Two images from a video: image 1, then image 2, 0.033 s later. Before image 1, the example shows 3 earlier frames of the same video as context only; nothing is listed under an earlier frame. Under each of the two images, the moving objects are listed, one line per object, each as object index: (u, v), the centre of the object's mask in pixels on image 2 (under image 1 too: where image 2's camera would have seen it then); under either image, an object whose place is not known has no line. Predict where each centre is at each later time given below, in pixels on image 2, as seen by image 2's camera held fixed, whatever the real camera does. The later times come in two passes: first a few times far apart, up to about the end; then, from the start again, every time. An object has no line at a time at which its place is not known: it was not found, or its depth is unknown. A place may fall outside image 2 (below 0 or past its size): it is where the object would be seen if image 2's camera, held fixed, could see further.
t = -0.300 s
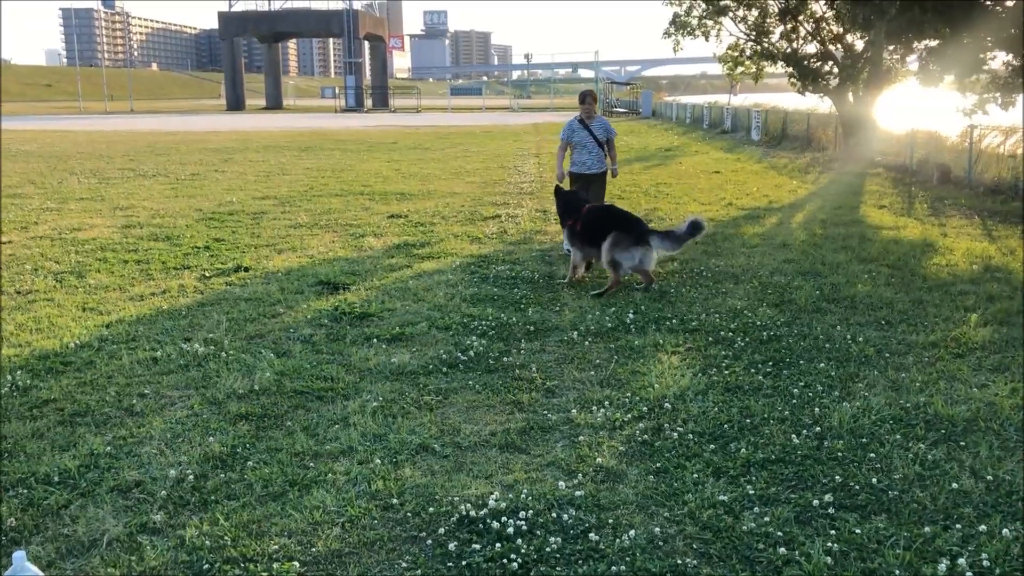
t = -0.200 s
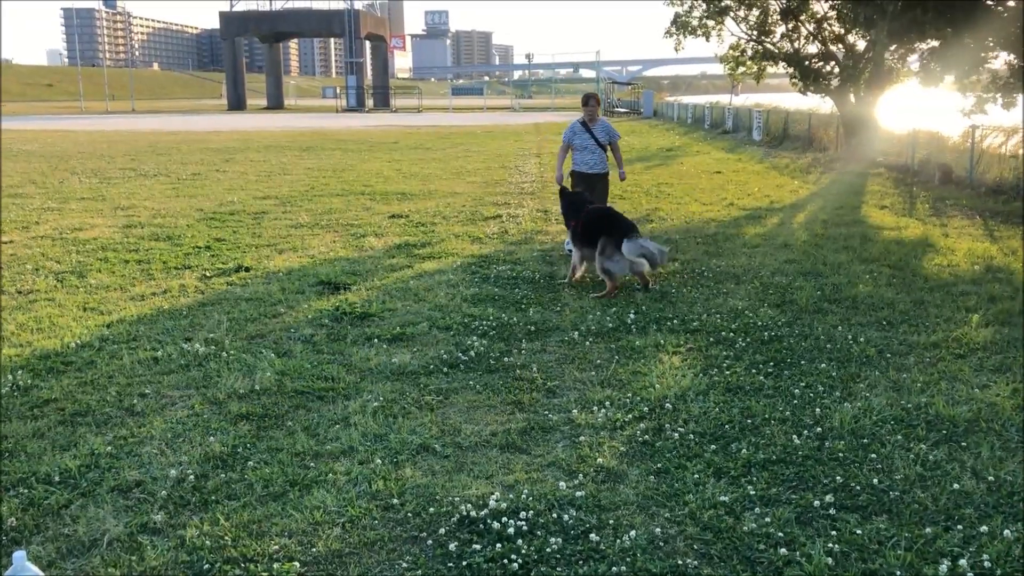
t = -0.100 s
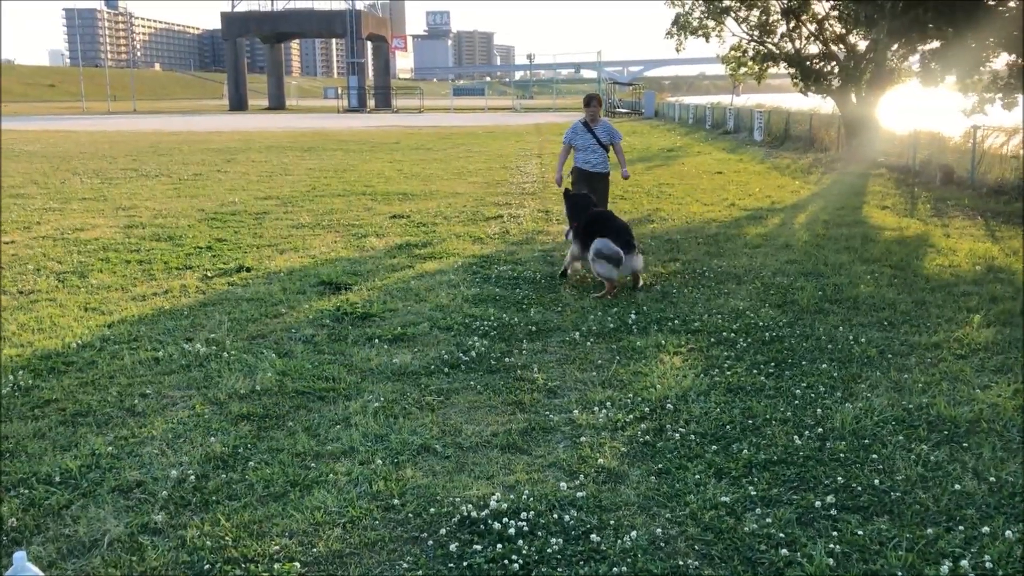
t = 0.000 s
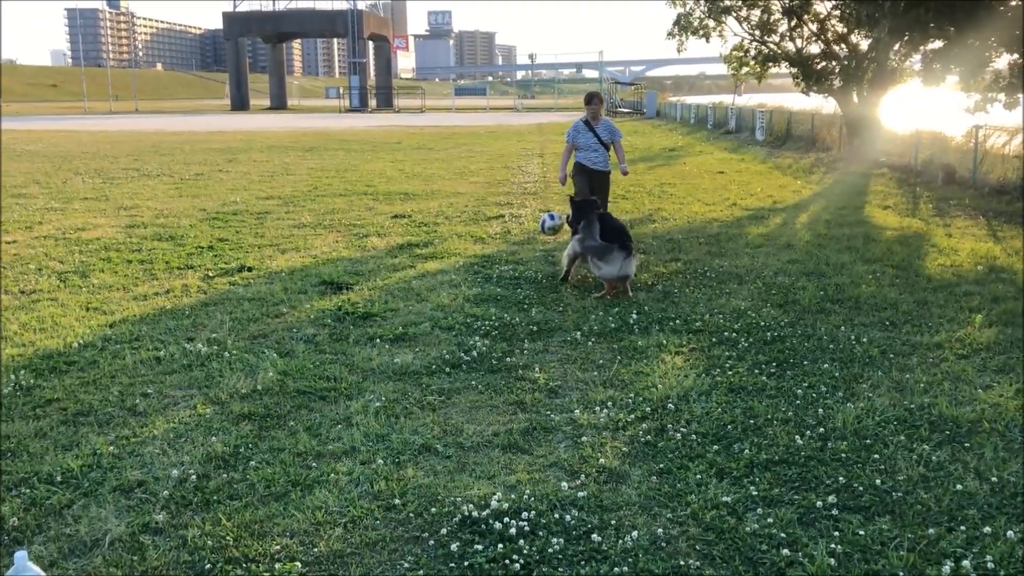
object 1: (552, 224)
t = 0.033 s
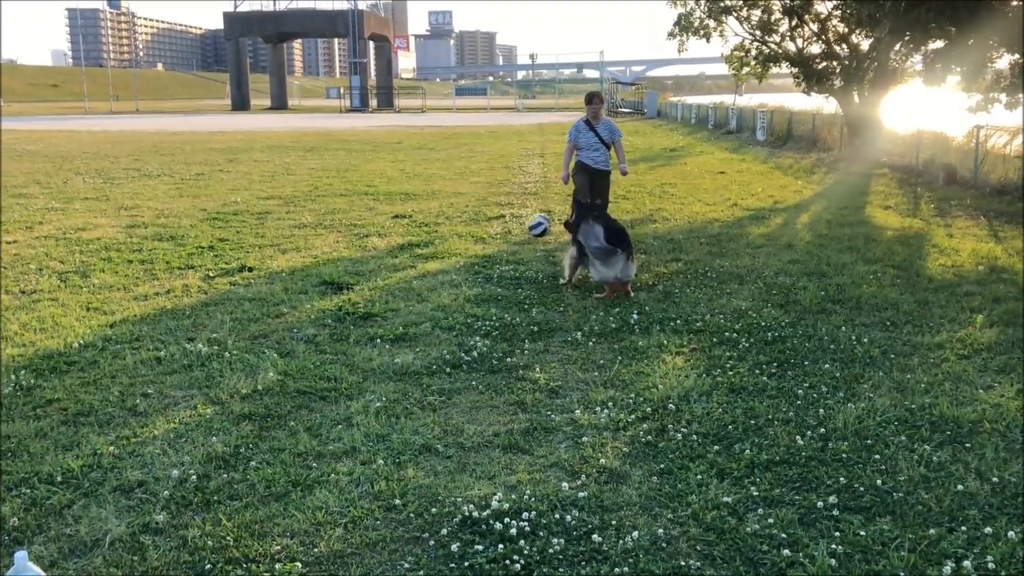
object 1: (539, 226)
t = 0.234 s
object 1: (463, 253)
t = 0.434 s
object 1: (445, 241)
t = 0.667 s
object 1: (424, 251)
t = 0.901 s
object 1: (401, 251)
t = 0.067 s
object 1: (524, 228)
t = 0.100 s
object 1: (512, 232)
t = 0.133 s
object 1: (498, 237)
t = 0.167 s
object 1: (486, 243)
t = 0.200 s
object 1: (473, 250)
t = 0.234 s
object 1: (463, 253)
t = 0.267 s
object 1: (460, 250)
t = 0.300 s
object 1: (456, 245)
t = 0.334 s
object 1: (455, 243)
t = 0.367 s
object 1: (451, 241)
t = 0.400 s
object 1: (449, 240)
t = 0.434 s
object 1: (445, 241)
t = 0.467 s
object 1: (442, 242)
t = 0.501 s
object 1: (441, 245)
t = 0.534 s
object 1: (437, 251)
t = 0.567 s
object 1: (434, 252)
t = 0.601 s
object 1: (431, 250)
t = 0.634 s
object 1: (426, 251)
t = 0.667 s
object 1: (424, 251)
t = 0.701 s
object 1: (422, 251)
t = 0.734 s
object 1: (417, 252)
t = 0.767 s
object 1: (413, 251)
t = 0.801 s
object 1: (410, 252)
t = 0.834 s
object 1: (407, 251)
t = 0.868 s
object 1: (404, 252)
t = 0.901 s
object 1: (401, 251)
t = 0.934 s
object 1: (400, 251)
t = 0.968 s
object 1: (396, 252)
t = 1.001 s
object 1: (394, 251)
